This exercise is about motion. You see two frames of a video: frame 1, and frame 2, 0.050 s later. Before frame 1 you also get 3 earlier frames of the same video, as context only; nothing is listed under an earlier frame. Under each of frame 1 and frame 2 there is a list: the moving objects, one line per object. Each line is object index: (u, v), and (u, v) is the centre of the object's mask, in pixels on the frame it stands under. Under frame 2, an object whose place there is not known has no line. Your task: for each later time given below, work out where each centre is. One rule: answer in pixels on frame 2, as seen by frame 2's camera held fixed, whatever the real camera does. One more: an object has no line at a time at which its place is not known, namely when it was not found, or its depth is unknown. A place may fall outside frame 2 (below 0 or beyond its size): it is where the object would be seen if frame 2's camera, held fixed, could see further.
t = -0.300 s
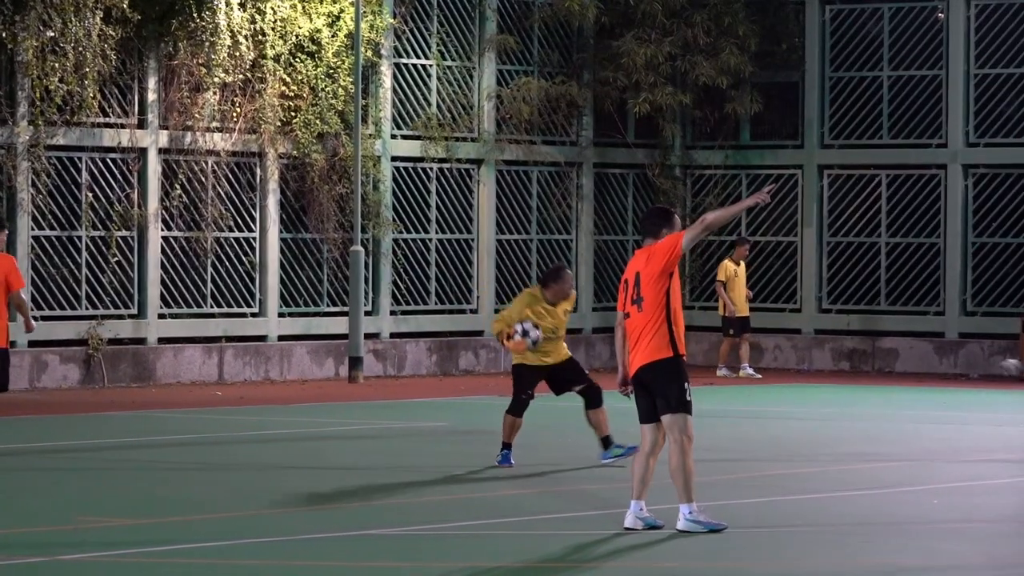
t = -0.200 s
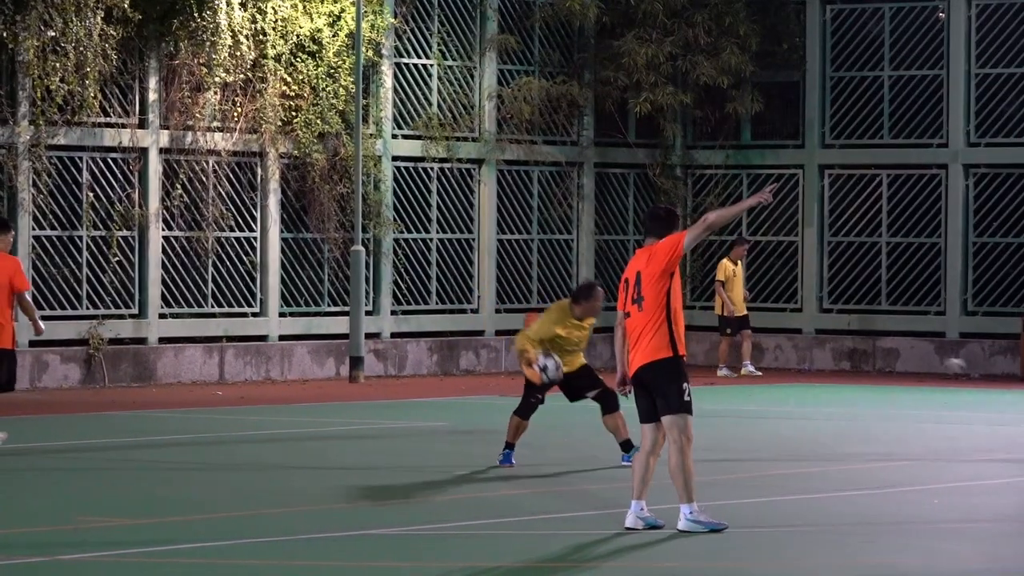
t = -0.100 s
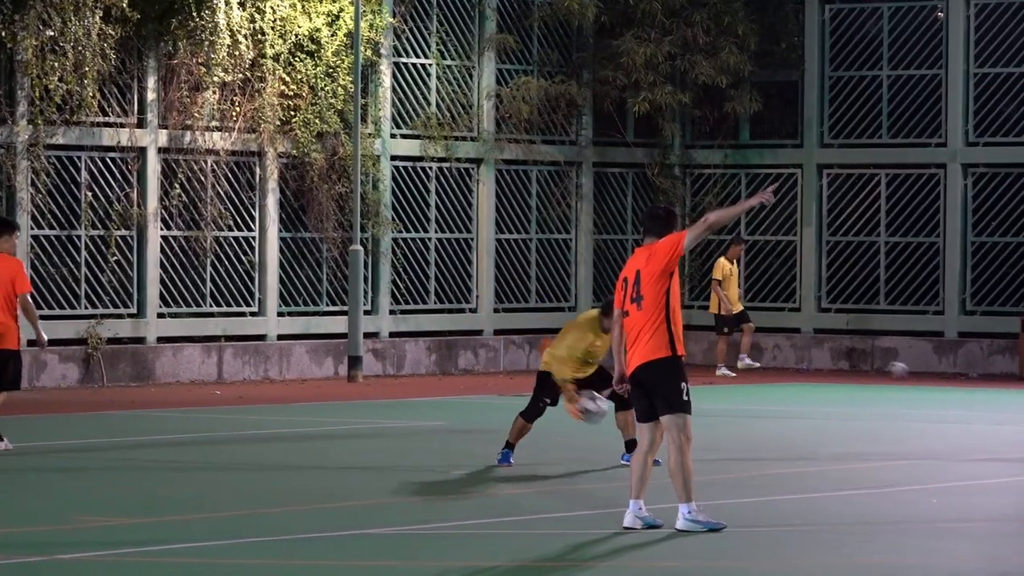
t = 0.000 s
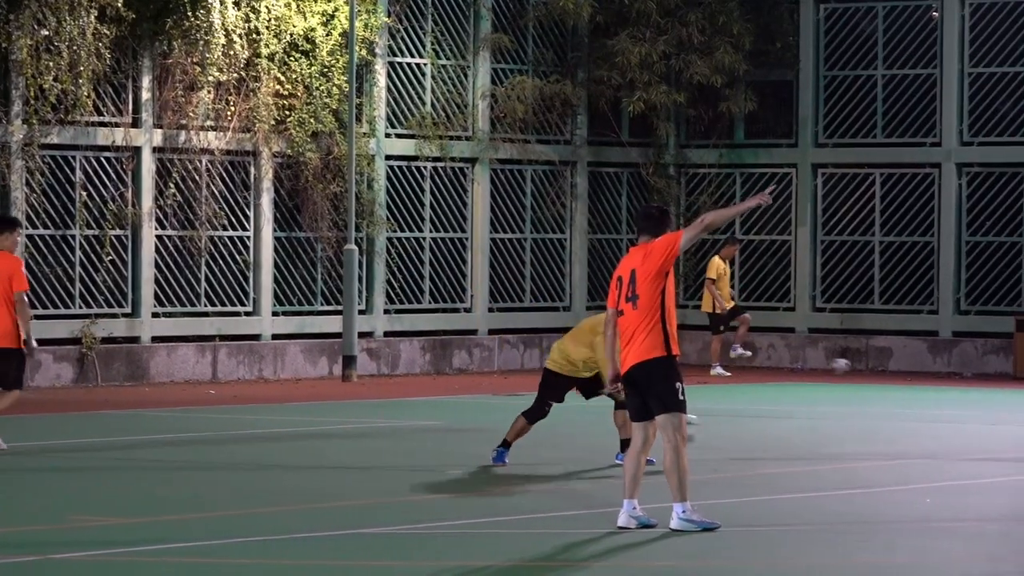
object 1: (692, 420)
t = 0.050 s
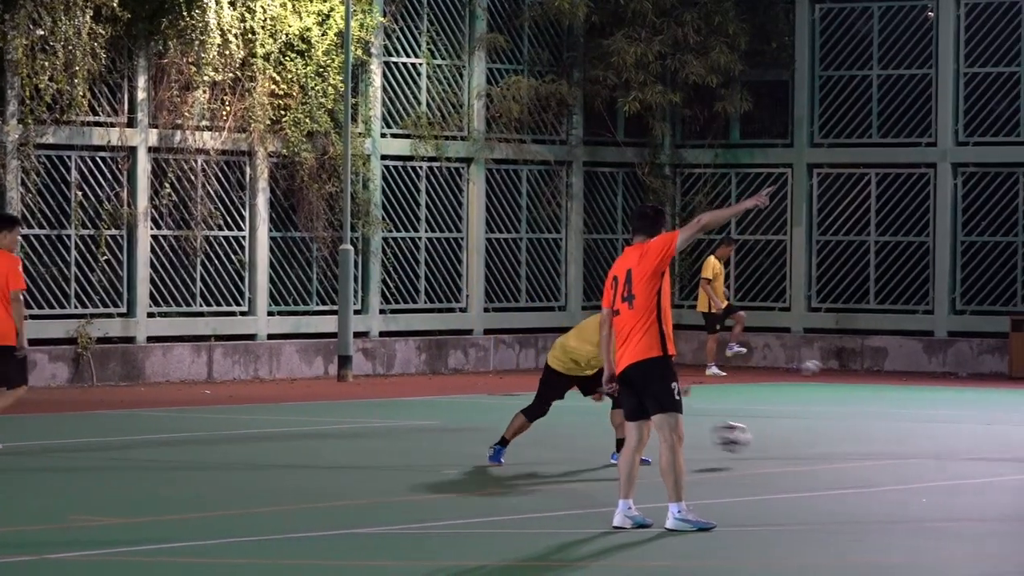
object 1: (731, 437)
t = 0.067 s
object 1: (749, 441)
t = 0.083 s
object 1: (767, 445)
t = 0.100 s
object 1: (784, 448)
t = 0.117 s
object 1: (798, 448)
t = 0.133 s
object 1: (810, 444)
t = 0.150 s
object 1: (820, 440)
